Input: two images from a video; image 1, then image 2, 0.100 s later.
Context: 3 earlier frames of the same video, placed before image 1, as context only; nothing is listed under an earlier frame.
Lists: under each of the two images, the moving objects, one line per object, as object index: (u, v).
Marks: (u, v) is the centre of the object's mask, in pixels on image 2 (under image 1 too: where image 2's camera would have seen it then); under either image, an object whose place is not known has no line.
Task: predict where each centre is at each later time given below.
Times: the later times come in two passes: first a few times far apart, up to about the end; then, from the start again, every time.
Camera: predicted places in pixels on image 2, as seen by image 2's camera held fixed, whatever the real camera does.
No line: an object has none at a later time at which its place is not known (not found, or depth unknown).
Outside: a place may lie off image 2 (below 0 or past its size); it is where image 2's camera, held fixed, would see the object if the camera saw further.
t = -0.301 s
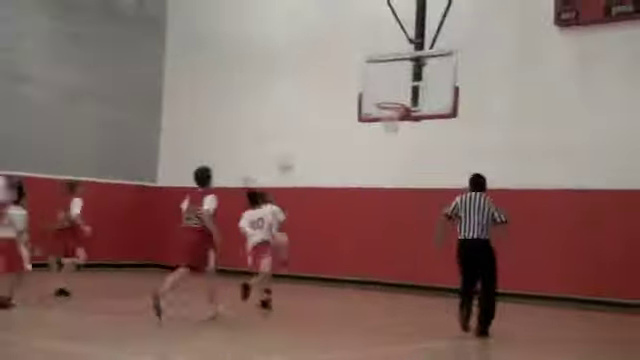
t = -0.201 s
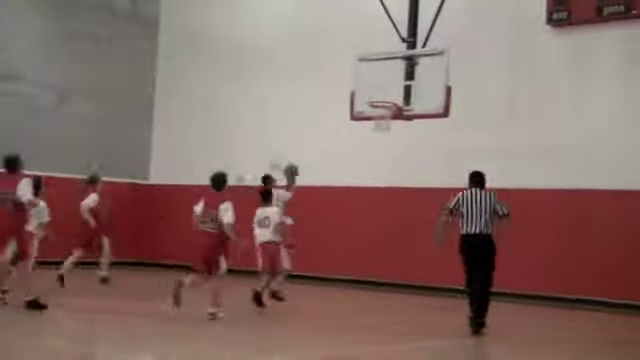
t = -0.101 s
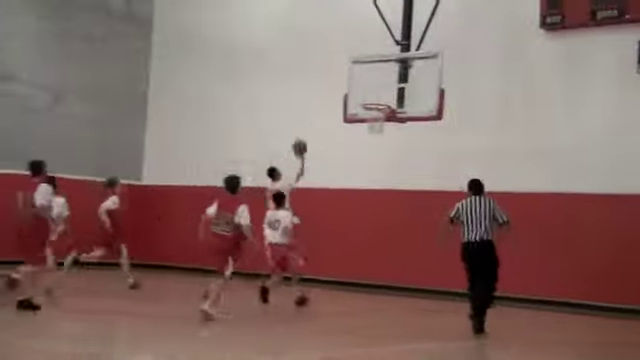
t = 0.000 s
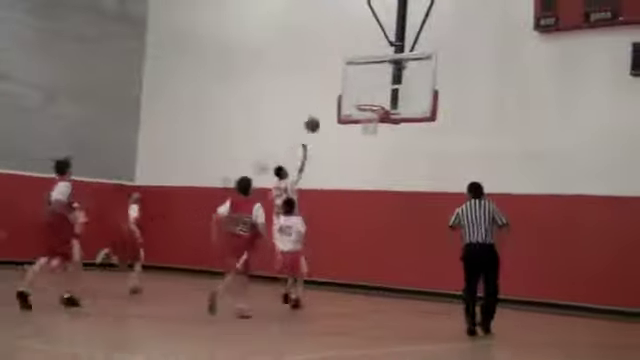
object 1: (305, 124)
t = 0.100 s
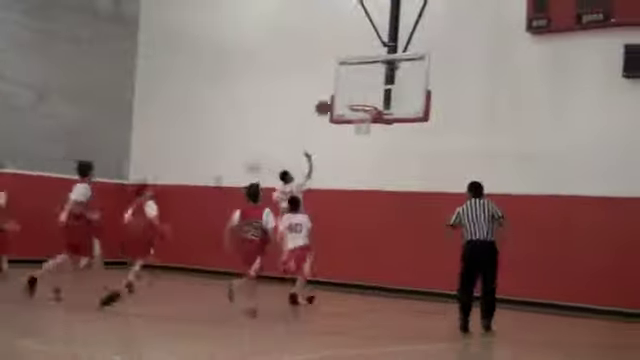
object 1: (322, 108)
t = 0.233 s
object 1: (345, 95)
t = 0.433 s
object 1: (360, 93)
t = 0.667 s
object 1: (367, 101)
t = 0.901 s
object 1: (362, 106)
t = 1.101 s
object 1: (358, 125)
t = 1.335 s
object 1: (361, 147)
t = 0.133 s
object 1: (329, 104)
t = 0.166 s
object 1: (334, 100)
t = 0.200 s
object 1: (339, 97)
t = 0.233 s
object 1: (345, 95)
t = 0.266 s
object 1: (351, 93)
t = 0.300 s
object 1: (356, 93)
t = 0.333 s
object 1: (362, 92)
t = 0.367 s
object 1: (361, 93)
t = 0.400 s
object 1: (362, 92)
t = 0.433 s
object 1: (360, 93)
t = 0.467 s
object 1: (358, 95)
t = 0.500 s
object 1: (357, 97)
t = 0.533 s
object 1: (355, 99)
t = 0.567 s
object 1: (357, 99)
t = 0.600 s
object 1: (360, 100)
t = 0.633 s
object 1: (364, 100)
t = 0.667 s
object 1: (367, 101)
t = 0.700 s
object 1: (370, 104)
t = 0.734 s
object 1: (369, 103)
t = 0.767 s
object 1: (367, 103)
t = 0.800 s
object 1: (365, 103)
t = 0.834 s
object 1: (364, 105)
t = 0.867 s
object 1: (362, 107)
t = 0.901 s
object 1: (362, 106)
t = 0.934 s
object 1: (360, 110)
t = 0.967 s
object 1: (359, 118)
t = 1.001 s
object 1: (359, 118)
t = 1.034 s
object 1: (357, 120)
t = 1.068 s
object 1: (357, 123)
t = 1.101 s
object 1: (358, 125)
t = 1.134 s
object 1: (356, 130)
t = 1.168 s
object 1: (357, 131)
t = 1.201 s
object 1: (358, 131)
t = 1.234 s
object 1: (359, 134)
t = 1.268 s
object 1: (360, 137)
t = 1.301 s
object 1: (361, 143)
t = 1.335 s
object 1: (361, 147)
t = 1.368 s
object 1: (362, 152)
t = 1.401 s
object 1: (363, 158)
